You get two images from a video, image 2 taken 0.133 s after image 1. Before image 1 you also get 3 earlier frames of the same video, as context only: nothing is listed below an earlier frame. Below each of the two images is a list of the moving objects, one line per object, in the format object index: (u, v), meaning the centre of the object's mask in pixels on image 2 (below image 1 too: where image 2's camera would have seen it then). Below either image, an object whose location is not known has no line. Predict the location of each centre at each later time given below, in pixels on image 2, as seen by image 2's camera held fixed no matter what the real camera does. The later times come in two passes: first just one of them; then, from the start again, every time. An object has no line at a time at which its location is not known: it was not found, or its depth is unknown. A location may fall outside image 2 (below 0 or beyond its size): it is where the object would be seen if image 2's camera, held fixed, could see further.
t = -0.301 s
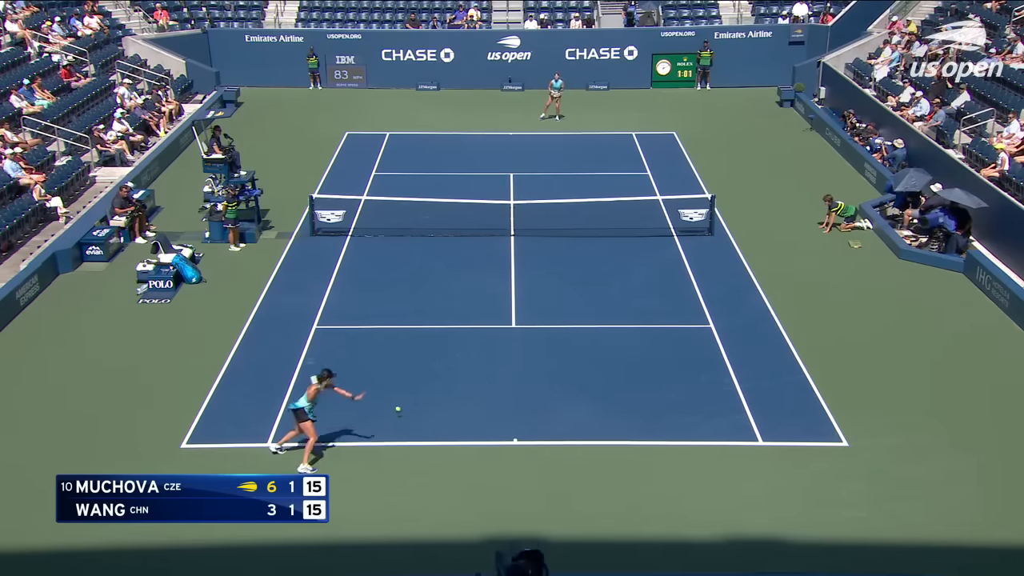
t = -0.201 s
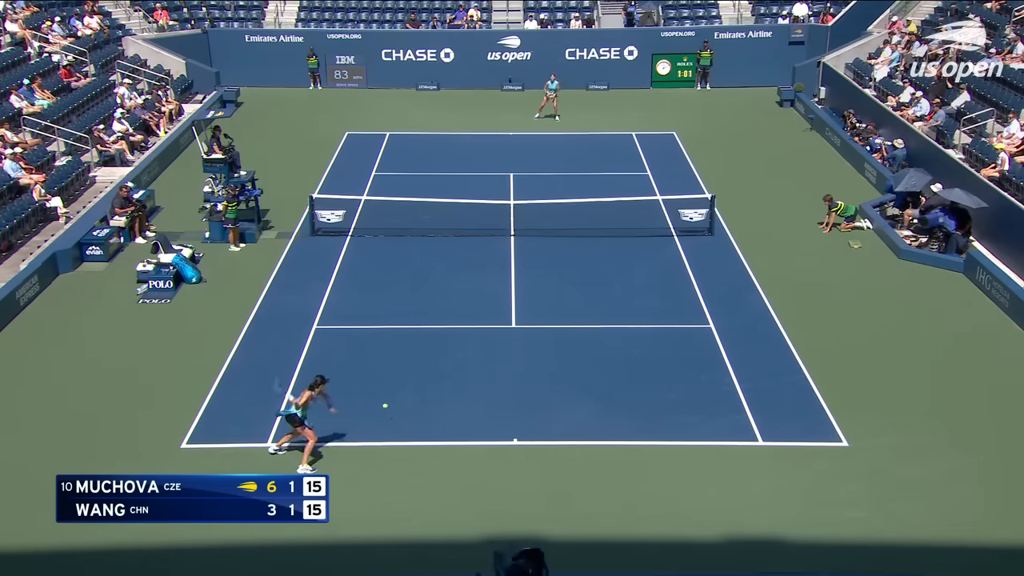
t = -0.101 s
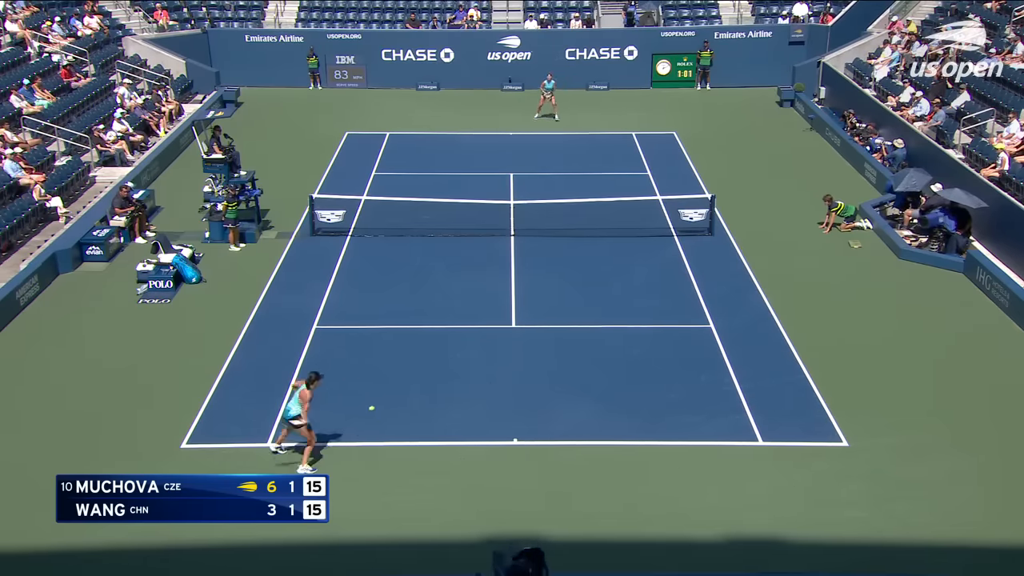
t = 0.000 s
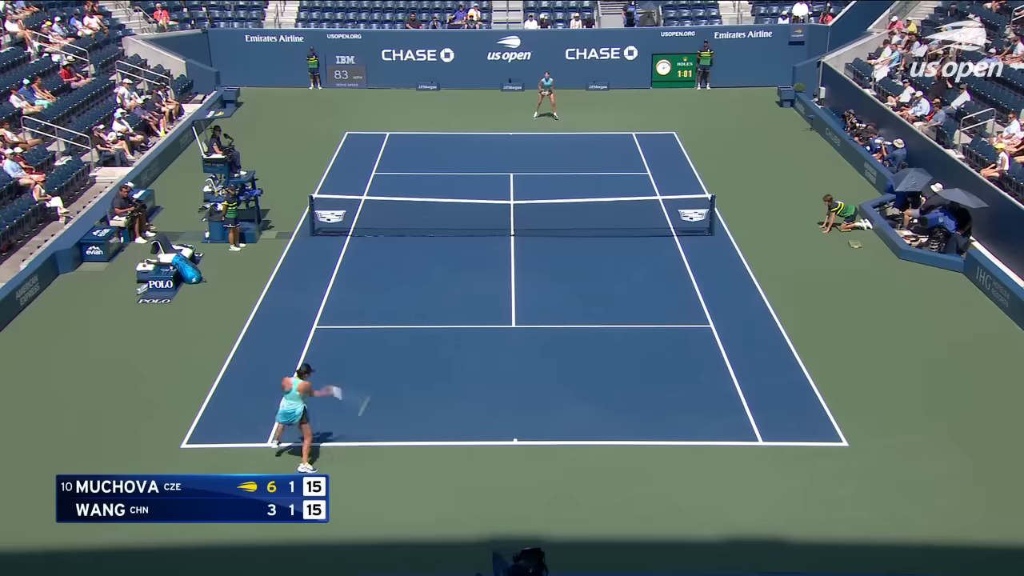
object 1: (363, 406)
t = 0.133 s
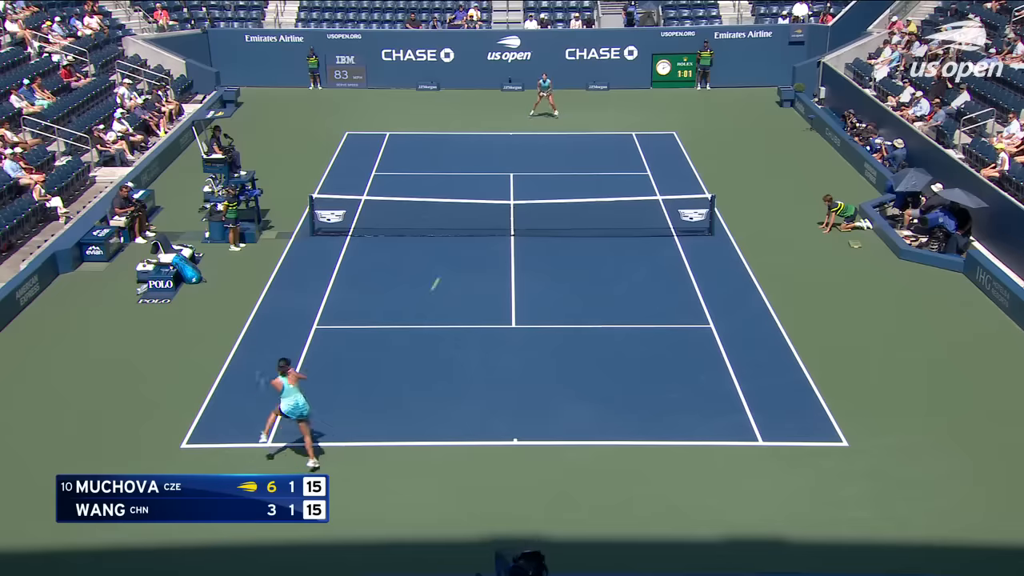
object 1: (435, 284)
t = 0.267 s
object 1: (484, 208)
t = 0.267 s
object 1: (484, 208)
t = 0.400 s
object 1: (519, 162)
